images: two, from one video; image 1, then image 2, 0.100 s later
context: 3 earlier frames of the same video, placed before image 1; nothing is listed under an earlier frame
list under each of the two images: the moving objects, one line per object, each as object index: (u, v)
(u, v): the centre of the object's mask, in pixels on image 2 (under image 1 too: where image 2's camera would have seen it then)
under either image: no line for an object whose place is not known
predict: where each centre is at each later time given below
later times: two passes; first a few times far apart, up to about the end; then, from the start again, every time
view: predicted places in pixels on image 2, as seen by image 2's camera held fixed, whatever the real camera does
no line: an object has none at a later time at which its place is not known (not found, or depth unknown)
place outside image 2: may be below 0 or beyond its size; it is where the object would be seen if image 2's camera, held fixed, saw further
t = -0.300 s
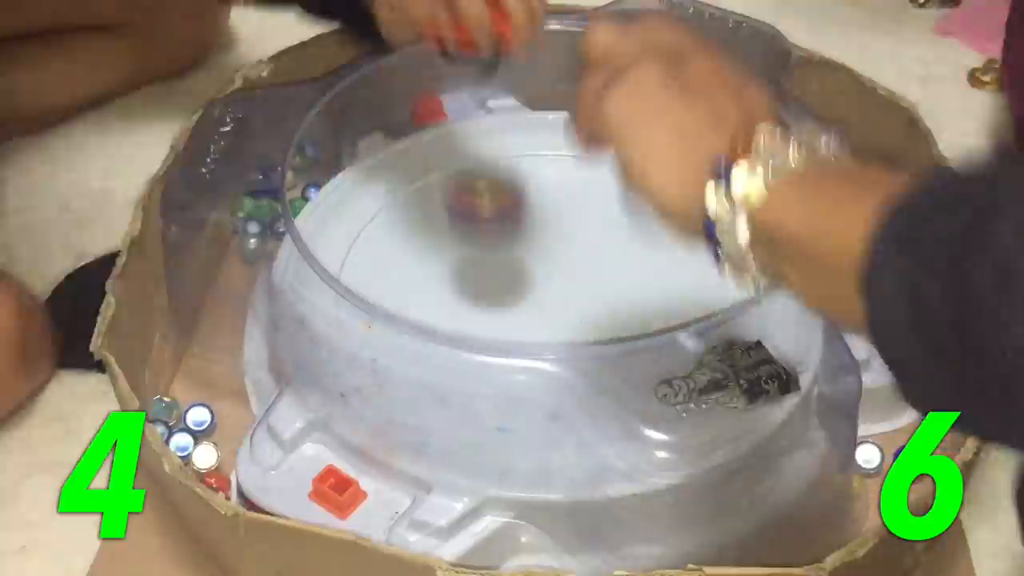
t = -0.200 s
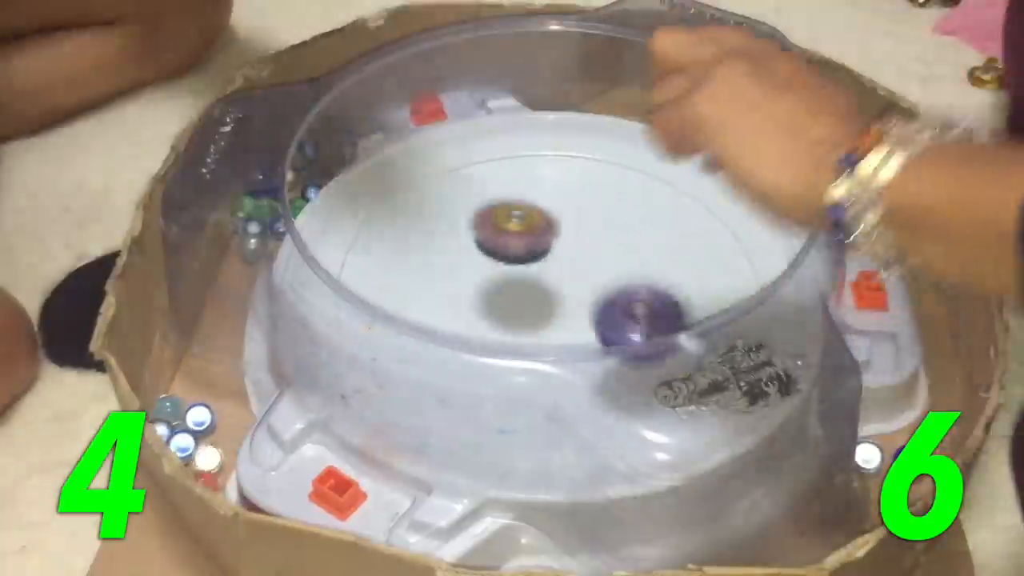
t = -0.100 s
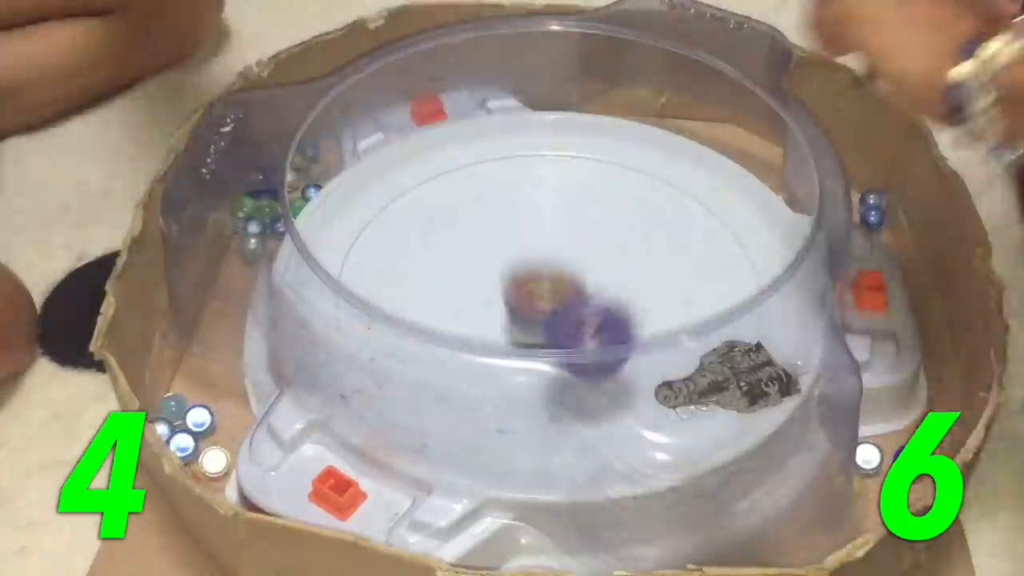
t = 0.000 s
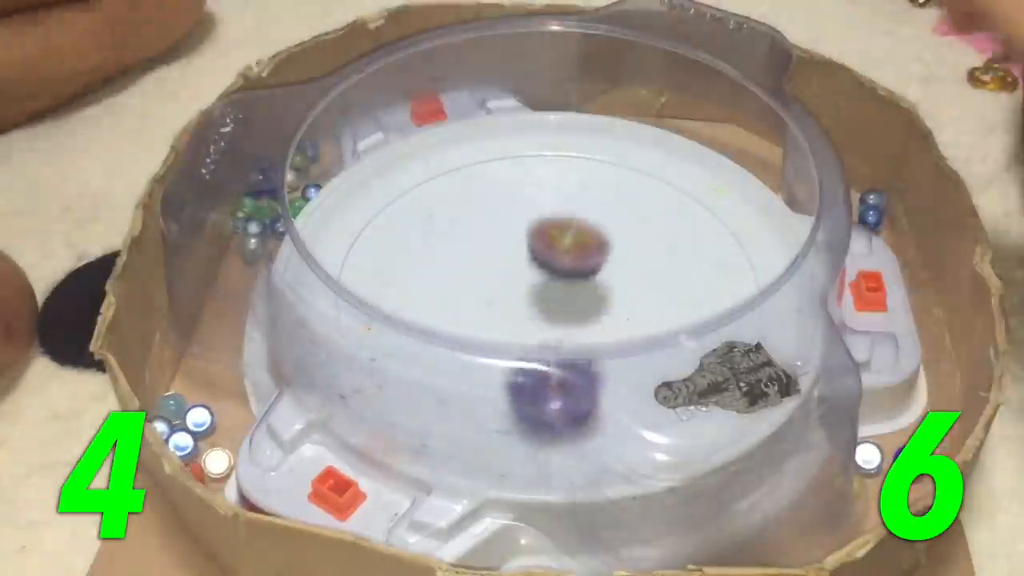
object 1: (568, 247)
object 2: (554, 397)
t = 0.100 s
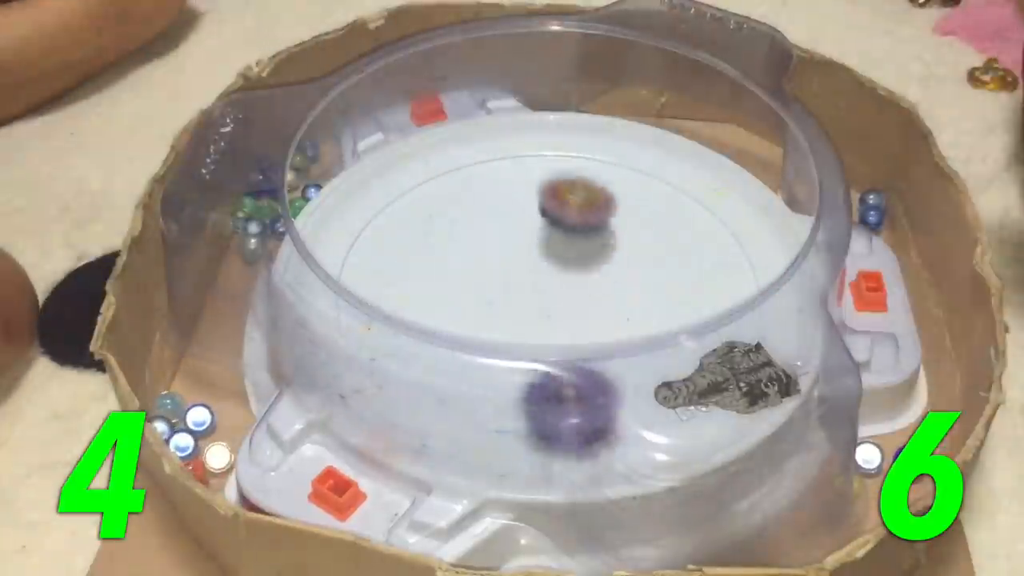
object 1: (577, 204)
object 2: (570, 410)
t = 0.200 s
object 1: (560, 168)
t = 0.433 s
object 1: (448, 154)
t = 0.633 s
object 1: (359, 250)
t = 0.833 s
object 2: (331, 268)
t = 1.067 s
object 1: (553, 202)
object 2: (495, 309)
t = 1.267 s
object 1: (405, 149)
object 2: (602, 228)
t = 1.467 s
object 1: (439, 304)
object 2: (486, 152)
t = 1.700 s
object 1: (733, 332)
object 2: (383, 334)
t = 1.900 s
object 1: (767, 211)
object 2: (726, 336)
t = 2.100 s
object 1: (592, 103)
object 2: (686, 120)
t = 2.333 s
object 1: (381, 281)
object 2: (734, 121)
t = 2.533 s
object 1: (547, 433)
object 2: (758, 157)
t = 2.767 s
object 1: (776, 466)
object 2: (741, 146)
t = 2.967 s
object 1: (716, 538)
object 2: (668, 112)
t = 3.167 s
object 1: (752, 529)
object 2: (632, 110)
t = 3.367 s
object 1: (806, 519)
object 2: (639, 109)
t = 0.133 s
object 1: (573, 190)
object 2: (589, 407)
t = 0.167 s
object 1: (569, 184)
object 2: (616, 399)
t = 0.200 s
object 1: (560, 168)
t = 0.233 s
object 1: (550, 161)
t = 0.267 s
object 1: (536, 153)
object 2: (704, 333)
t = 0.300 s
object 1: (522, 148)
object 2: (726, 308)
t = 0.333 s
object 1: (505, 145)
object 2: (730, 271)
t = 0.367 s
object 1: (486, 145)
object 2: (723, 238)
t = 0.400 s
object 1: (467, 147)
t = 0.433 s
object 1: (448, 154)
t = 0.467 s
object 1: (429, 165)
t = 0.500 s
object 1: (412, 177)
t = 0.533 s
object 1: (395, 192)
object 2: (531, 119)
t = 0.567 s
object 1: (380, 210)
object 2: (474, 120)
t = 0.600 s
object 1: (367, 229)
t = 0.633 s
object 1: (359, 250)
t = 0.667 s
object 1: (359, 275)
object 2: (316, 210)
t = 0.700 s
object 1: (370, 304)
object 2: (281, 263)
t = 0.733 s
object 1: (398, 328)
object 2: (296, 293)
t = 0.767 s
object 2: (302, 286)
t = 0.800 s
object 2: (318, 274)
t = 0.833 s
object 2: (331, 268)
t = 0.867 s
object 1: (777, 345)
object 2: (348, 267)
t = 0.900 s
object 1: (750, 329)
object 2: (369, 269)
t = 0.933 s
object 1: (701, 319)
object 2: (391, 278)
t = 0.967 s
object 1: (660, 296)
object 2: (416, 287)
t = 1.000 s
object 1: (621, 266)
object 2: (443, 298)
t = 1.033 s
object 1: (585, 235)
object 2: (469, 306)
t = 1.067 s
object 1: (553, 202)
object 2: (495, 309)
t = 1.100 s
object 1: (523, 169)
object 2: (523, 306)
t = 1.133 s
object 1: (490, 137)
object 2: (548, 298)
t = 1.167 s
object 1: (465, 124)
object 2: (571, 285)
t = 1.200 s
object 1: (441, 123)
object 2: (587, 269)
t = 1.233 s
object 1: (418, 130)
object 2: (598, 249)
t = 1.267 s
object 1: (405, 149)
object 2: (602, 228)
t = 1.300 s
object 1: (395, 165)
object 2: (599, 206)
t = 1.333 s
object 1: (389, 189)
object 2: (588, 184)
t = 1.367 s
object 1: (390, 220)
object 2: (570, 163)
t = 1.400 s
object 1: (396, 248)
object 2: (546, 146)
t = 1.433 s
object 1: (413, 282)
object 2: (516, 138)
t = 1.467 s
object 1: (439, 304)
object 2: (486, 152)
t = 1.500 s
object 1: (472, 338)
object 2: (453, 162)
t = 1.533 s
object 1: (510, 358)
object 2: (418, 177)
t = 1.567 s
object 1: (556, 377)
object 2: (388, 198)
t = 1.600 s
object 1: (600, 384)
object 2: (366, 225)
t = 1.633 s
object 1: (645, 384)
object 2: (359, 258)
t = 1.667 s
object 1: (674, 360)
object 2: (360, 295)
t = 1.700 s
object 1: (733, 332)
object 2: (383, 334)
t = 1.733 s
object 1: (763, 326)
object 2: (421, 369)
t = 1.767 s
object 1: (785, 315)
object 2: (477, 399)
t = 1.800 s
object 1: (786, 295)
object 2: (541, 413)
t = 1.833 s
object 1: (784, 269)
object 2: (614, 415)
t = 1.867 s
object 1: (776, 238)
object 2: (660, 391)
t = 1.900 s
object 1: (767, 211)
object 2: (726, 336)
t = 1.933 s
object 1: (747, 184)
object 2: (779, 326)
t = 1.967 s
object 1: (725, 161)
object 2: (772, 294)
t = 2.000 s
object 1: (696, 141)
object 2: (762, 245)
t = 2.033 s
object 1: (662, 121)
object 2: (745, 198)
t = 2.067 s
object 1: (631, 109)
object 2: (720, 158)
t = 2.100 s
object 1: (592, 103)
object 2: (686, 120)
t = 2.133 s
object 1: (555, 117)
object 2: (639, 97)
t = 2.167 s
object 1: (519, 135)
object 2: (607, 90)
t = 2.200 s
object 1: (484, 160)
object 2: (629, 89)
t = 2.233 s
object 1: (450, 187)
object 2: (653, 99)
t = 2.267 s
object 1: (421, 217)
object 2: (680, 105)
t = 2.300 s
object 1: (396, 249)
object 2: (708, 112)
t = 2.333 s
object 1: (381, 281)
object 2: (734, 121)
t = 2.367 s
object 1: (373, 320)
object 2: (742, 124)
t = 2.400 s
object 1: (376, 354)
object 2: (739, 124)
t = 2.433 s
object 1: (403, 375)
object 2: (733, 137)
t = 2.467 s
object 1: (448, 398)
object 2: (742, 146)
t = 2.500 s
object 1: (495, 417)
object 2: (754, 155)
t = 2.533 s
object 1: (547, 433)
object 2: (758, 157)
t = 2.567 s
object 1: (594, 446)
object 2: (758, 157)
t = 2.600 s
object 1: (644, 443)
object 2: (757, 158)
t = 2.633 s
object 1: (692, 440)
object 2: (756, 157)
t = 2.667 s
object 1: (740, 442)
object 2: (756, 155)
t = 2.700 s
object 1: (786, 448)
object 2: (753, 153)
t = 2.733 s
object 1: (788, 451)
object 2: (746, 150)
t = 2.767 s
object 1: (776, 466)
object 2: (741, 146)
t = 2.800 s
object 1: (754, 491)
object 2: (733, 141)
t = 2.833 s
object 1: (737, 521)
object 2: (721, 136)
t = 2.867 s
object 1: (722, 539)
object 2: (709, 130)
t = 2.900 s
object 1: (723, 537)
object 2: (695, 124)
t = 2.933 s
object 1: (717, 539)
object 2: (682, 118)
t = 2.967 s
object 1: (716, 538)
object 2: (668, 112)
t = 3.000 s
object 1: (716, 538)
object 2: (651, 112)
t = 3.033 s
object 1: (722, 537)
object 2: (636, 111)
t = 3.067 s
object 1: (728, 536)
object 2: (627, 110)
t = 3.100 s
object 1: (738, 533)
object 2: (620, 110)
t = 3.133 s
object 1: (742, 529)
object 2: (622, 109)
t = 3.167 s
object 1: (752, 529)
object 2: (632, 110)
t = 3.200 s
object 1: (765, 529)
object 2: (634, 111)
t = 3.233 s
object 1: (776, 528)
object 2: (636, 111)
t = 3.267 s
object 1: (783, 525)
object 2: (633, 110)
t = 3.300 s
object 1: (791, 526)
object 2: (634, 111)
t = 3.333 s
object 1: (800, 523)
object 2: (634, 109)
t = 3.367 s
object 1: (806, 519)
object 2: (639, 109)
